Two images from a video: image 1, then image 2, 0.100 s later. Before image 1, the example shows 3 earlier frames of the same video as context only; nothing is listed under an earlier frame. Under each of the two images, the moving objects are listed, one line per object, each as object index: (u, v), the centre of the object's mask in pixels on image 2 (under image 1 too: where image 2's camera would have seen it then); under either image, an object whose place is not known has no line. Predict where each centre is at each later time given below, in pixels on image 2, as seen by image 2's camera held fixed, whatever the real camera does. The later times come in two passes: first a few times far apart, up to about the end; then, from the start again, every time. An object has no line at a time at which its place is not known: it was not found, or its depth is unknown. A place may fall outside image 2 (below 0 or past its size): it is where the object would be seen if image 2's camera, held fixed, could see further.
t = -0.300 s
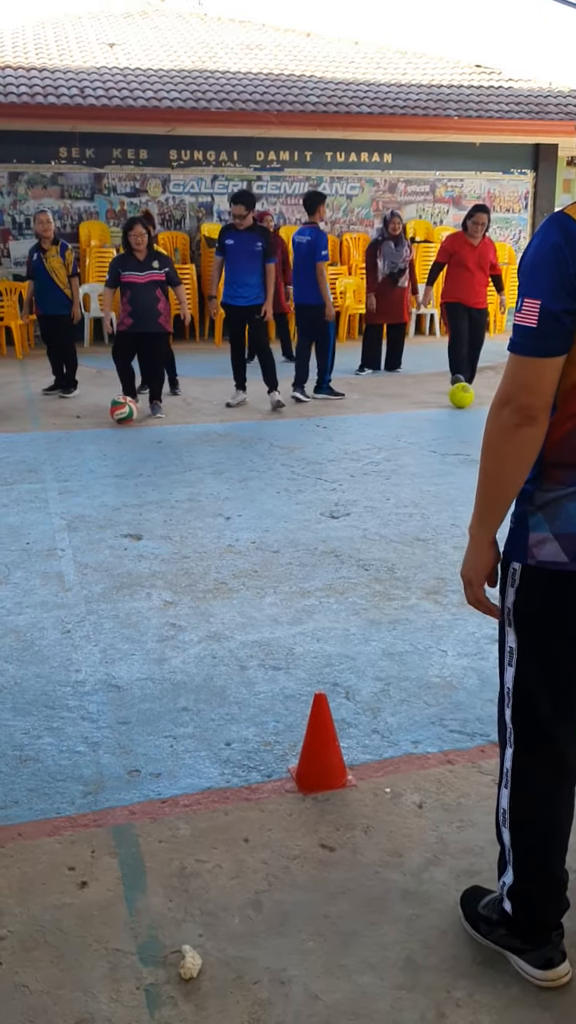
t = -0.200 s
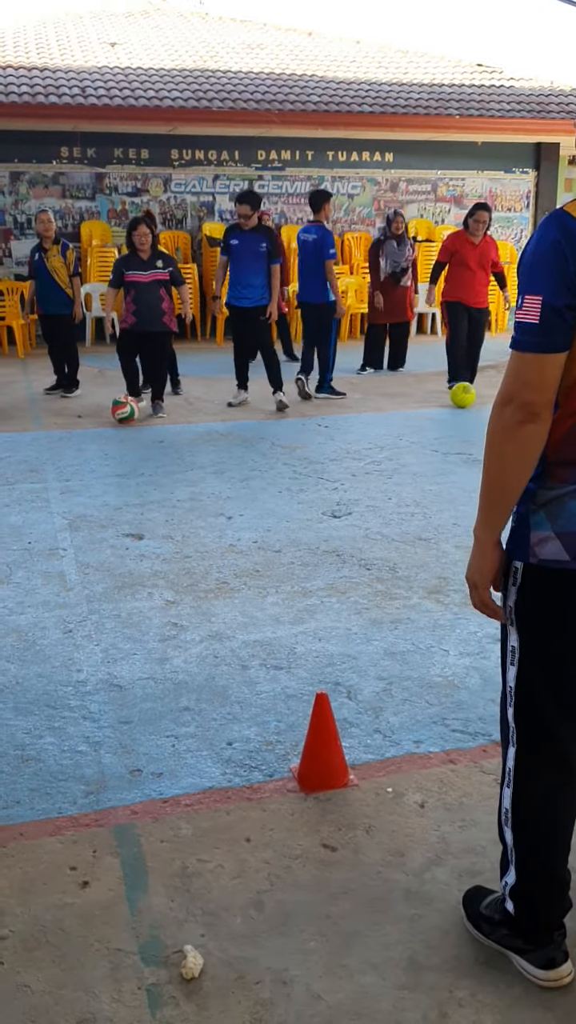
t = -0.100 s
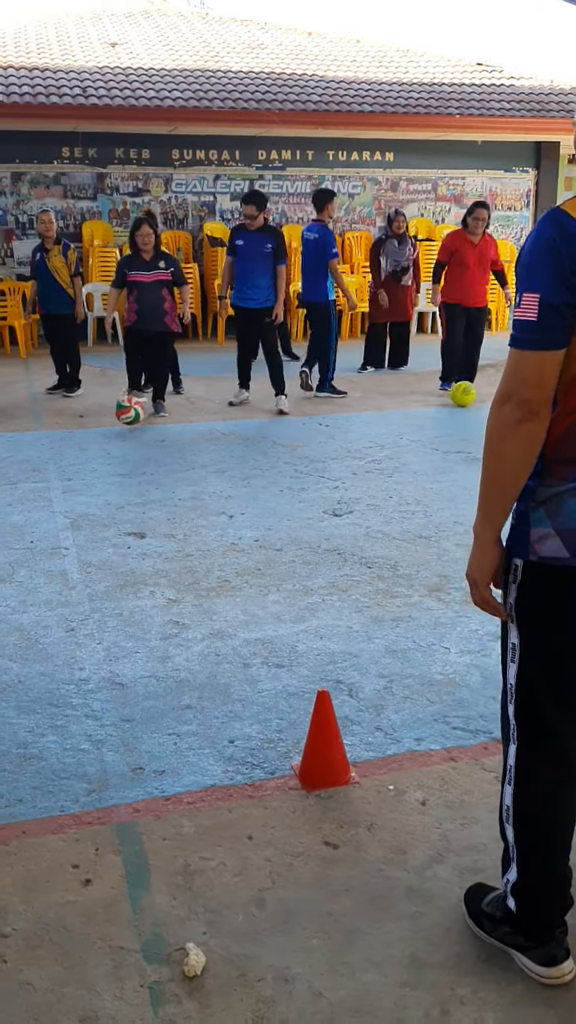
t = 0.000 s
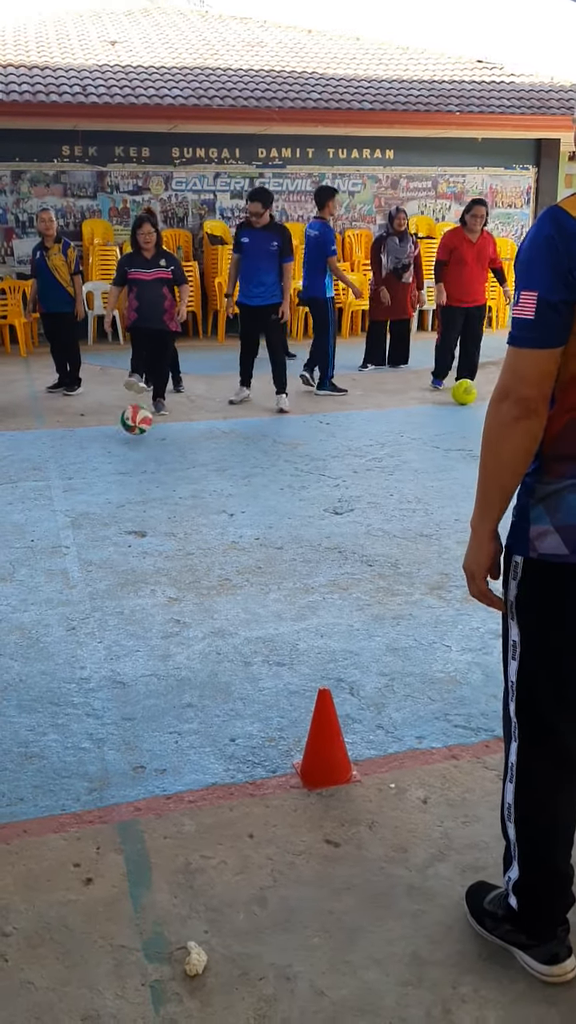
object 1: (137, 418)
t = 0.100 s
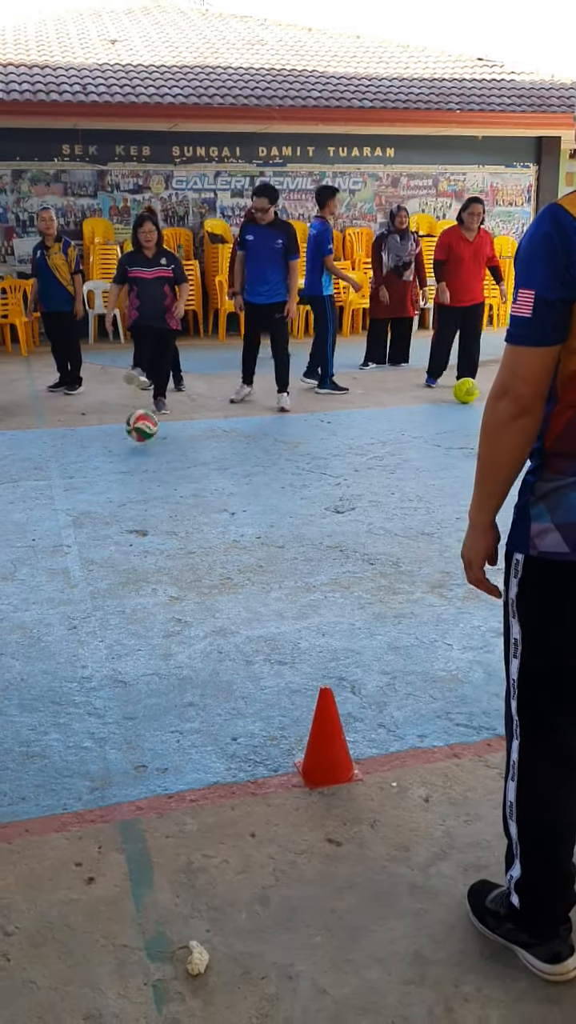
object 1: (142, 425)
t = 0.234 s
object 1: (146, 438)
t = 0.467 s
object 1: (156, 455)
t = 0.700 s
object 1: (167, 477)
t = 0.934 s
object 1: (181, 509)
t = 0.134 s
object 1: (143, 427)
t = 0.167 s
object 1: (144, 431)
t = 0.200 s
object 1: (146, 436)
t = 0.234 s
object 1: (146, 438)
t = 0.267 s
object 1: (148, 438)
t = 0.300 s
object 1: (150, 440)
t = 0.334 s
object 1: (151, 443)
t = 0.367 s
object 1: (153, 448)
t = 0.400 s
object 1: (154, 454)
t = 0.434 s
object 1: (155, 453)
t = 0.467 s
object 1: (156, 455)
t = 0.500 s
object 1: (158, 458)
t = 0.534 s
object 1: (159, 464)
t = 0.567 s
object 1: (161, 468)
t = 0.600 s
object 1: (162, 467)
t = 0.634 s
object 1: (163, 468)
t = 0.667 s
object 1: (165, 471)
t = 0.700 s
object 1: (167, 477)
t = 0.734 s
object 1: (169, 484)
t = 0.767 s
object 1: (171, 487)
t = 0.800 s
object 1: (172, 488)
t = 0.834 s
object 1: (175, 492)
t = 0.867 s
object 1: (177, 497)
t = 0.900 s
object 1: (179, 506)
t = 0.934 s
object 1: (181, 509)
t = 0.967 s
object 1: (183, 510)
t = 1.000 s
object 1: (185, 513)
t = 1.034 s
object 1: (187, 519)
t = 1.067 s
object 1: (190, 527)
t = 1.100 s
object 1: (193, 533)
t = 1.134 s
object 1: (196, 534)
